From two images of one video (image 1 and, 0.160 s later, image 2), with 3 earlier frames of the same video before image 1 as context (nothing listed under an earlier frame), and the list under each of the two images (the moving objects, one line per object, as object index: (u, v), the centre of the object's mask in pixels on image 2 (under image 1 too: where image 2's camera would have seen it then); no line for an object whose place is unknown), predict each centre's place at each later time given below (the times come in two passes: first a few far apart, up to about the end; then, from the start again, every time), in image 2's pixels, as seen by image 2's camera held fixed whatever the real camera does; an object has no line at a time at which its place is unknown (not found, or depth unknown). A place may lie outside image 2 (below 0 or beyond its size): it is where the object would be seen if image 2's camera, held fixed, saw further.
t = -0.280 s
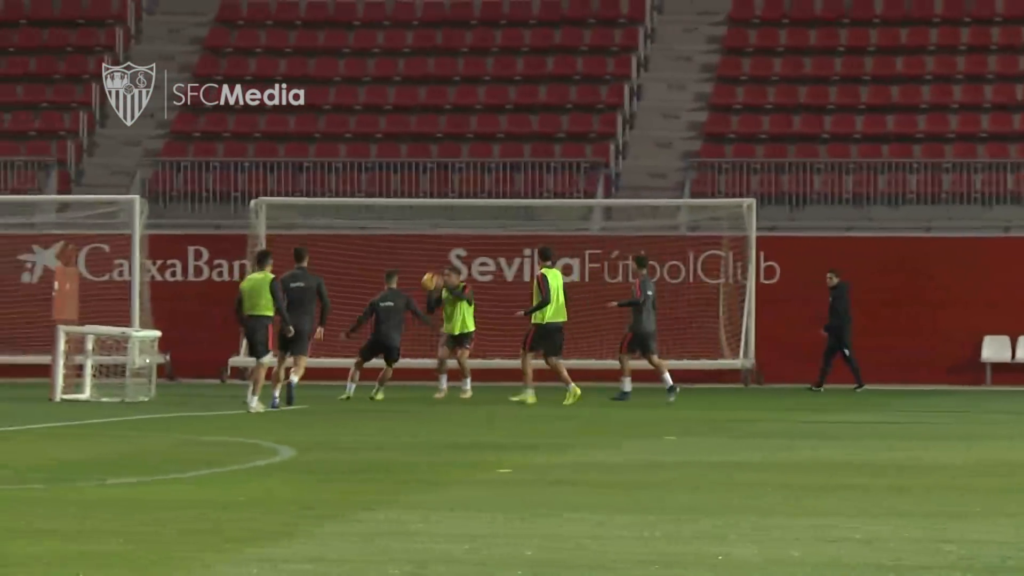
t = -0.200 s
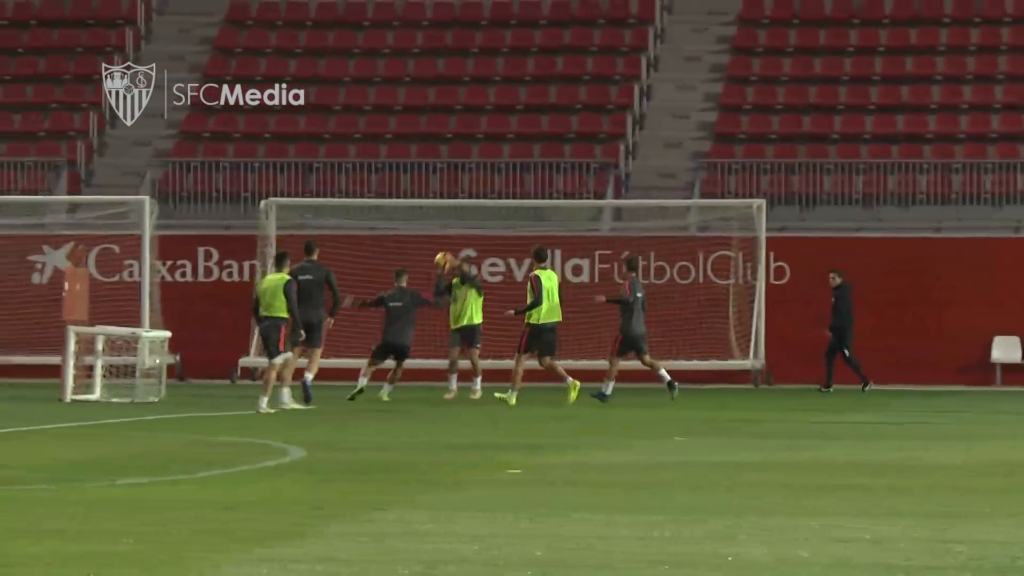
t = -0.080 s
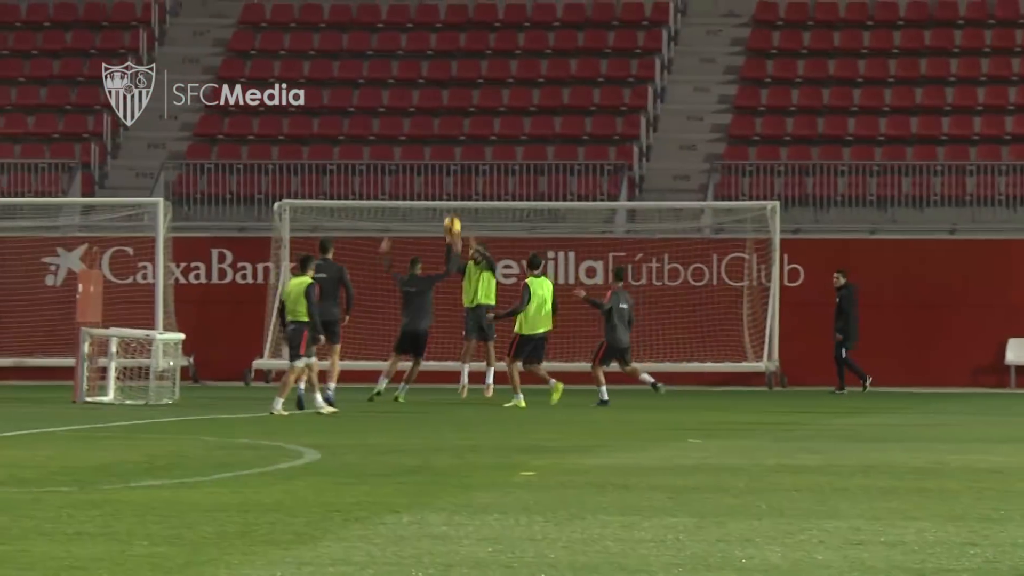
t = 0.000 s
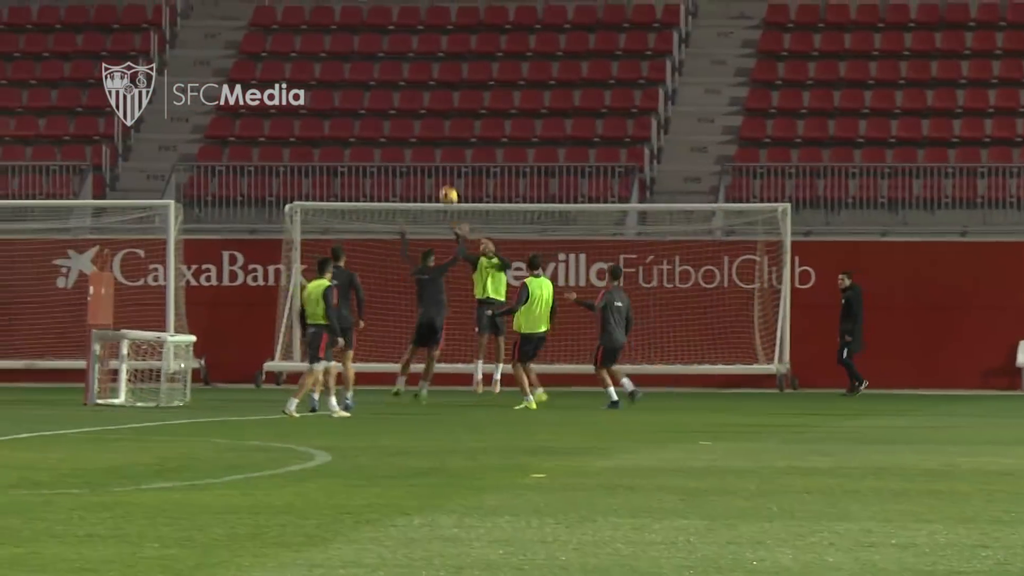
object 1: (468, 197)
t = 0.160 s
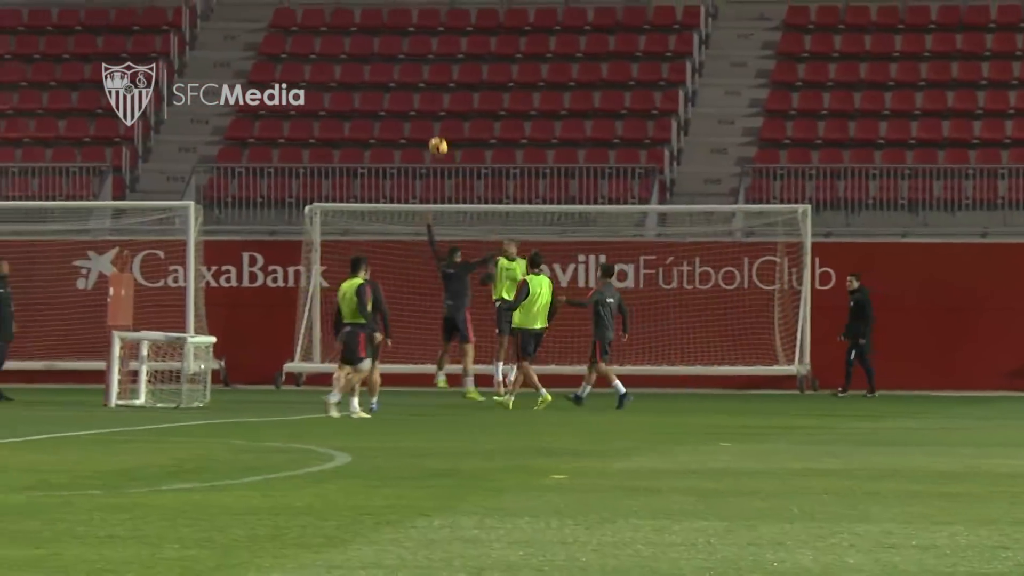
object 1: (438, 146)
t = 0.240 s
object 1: (423, 129)
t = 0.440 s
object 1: (386, 107)
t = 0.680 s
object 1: (340, 122)
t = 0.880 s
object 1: (301, 171)
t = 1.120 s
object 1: (253, 274)
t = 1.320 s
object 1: (213, 396)
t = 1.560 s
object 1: (203, 388)
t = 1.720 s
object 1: (201, 375)
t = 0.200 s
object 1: (431, 138)
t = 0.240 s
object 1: (423, 129)
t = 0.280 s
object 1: (416, 122)
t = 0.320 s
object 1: (409, 116)
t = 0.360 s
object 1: (401, 112)
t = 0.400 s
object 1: (393, 109)
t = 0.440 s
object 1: (386, 107)
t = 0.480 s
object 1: (378, 106)
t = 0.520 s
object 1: (370, 107)
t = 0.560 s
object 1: (363, 109)
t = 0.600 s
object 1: (355, 112)
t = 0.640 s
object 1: (347, 117)
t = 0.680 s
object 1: (340, 122)
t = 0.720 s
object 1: (332, 130)
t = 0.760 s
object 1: (325, 138)
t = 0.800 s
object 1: (317, 148)
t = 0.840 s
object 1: (308, 160)
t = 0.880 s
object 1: (301, 171)
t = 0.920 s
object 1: (293, 185)
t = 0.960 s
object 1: (285, 200)
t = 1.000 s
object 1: (277, 217)
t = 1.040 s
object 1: (268, 235)
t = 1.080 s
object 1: (261, 253)
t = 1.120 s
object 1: (253, 274)
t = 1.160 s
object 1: (244, 296)
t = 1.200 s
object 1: (236, 320)
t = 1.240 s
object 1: (228, 344)
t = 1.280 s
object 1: (221, 369)
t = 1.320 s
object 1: (213, 396)
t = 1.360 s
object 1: (211, 384)
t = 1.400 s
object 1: (210, 368)
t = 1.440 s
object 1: (206, 353)
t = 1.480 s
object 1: (205, 359)
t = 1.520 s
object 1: (204, 372)
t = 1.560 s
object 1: (203, 388)
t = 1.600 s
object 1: (202, 397)
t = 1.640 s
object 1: (202, 388)
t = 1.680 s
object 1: (202, 381)
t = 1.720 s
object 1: (201, 375)
